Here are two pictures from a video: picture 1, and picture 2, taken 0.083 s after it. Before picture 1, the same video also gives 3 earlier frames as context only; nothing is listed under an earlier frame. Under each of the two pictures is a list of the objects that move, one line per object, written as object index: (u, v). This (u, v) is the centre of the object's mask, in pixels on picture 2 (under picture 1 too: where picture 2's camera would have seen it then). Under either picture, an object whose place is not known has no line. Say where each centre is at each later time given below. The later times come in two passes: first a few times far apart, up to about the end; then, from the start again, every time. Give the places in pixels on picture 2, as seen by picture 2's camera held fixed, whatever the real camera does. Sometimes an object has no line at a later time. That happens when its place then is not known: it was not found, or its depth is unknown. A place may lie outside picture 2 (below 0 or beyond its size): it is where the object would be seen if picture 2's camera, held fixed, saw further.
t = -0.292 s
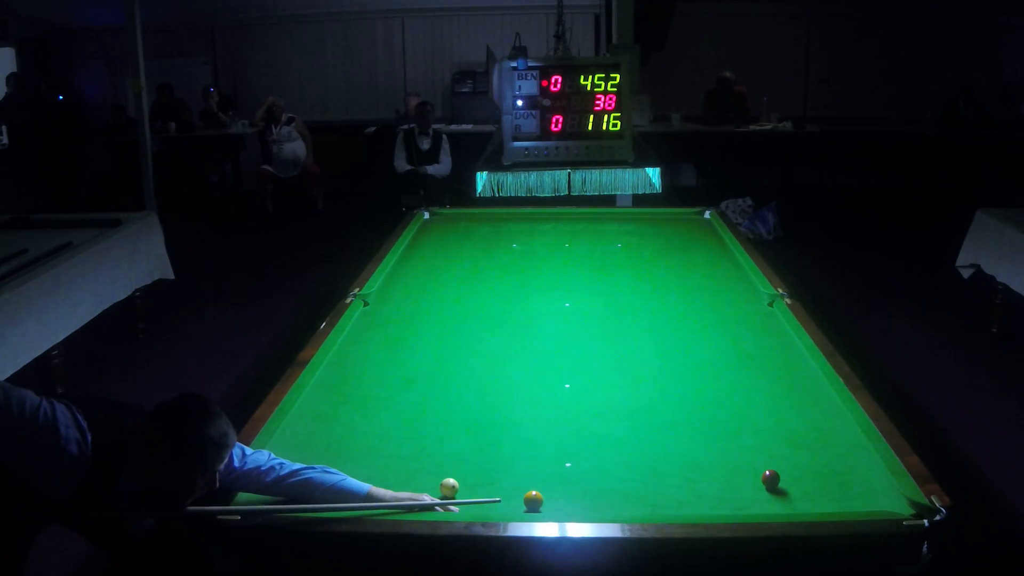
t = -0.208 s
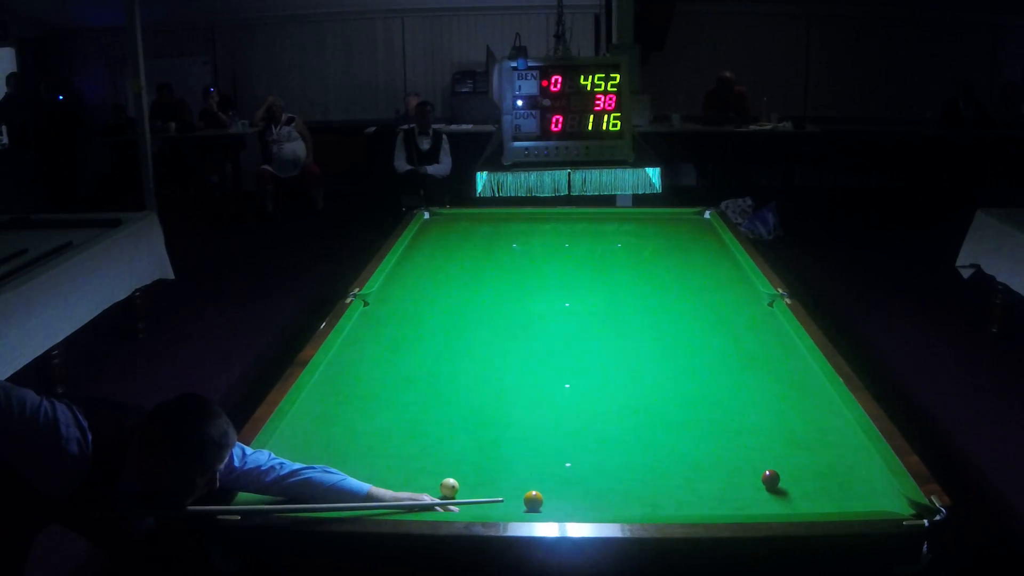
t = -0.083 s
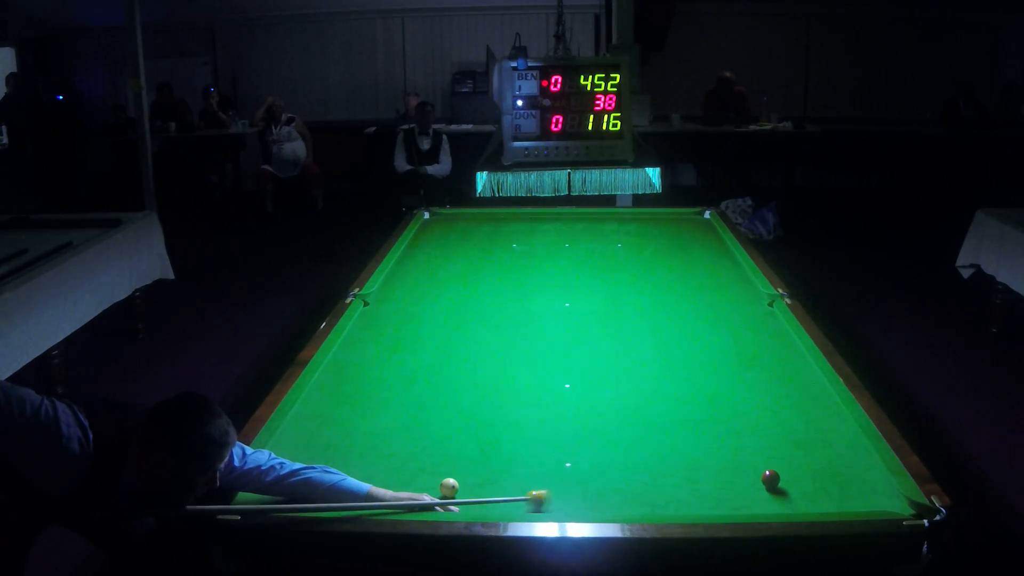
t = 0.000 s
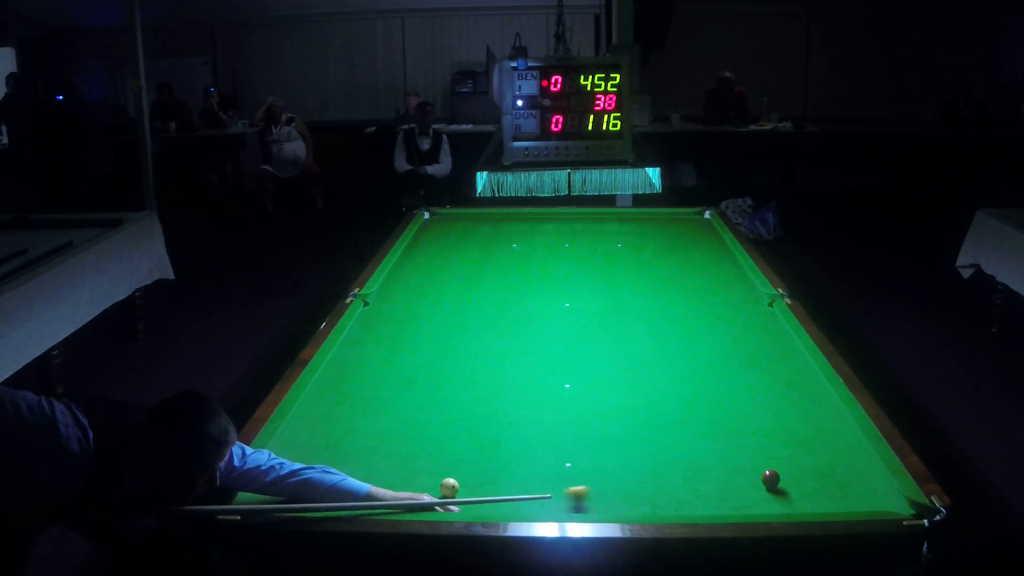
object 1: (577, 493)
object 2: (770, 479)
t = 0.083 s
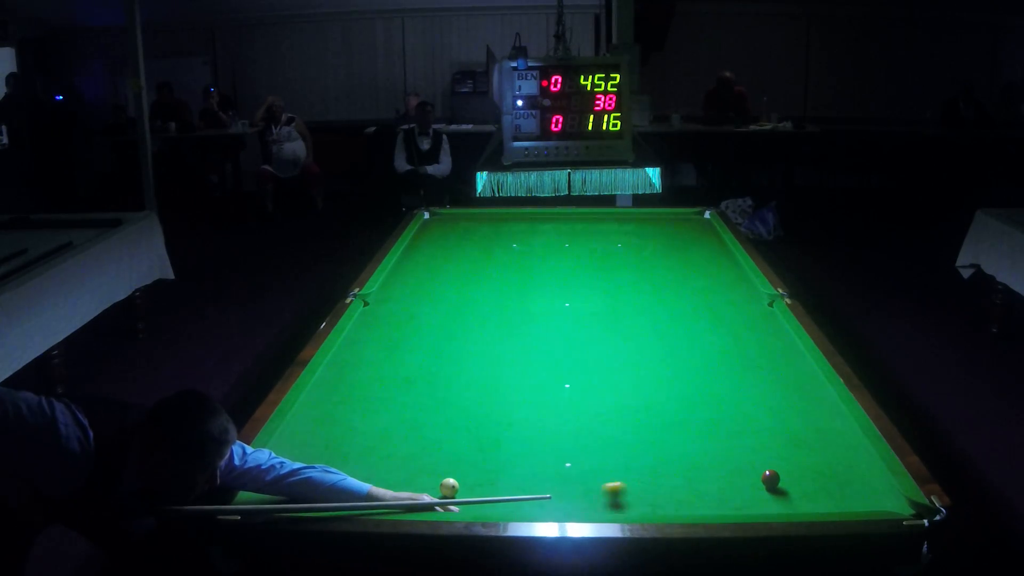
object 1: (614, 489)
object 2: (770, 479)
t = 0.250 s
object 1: (684, 480)
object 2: (770, 479)
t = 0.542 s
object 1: (768, 462)
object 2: (798, 483)
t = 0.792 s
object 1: (803, 440)
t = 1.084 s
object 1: (839, 419)
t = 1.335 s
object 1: (811, 407)
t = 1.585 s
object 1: (782, 397)
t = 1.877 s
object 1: (753, 386)
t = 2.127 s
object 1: (731, 378)
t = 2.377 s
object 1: (711, 372)
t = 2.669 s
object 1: (690, 364)
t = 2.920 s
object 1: (674, 359)
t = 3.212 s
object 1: (659, 352)
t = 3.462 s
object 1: (647, 349)
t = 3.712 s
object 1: (636, 345)
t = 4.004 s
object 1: (625, 341)
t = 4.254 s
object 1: (617, 339)
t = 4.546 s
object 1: (609, 336)
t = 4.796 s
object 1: (604, 335)
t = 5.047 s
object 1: (600, 333)
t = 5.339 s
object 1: (596, 332)
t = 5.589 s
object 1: (595, 332)
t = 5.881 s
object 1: (594, 332)
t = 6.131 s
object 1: (594, 332)
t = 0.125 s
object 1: (631, 487)
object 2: (770, 479)
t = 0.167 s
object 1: (649, 485)
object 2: (770, 479)
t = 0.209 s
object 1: (667, 483)
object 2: (770, 479)
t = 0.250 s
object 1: (684, 480)
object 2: (770, 479)
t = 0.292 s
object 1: (700, 478)
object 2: (770, 479)
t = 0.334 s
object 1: (717, 476)
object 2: (770, 479)
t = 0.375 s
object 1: (733, 475)
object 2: (770, 479)
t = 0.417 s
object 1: (749, 473)
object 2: (771, 478)
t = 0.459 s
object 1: (756, 469)
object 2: (780, 479)
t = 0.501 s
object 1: (762, 466)
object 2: (789, 482)
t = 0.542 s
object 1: (768, 462)
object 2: (798, 483)
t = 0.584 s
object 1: (774, 458)
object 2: (806, 485)
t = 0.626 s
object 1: (780, 454)
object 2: (815, 487)
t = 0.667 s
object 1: (787, 450)
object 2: (823, 489)
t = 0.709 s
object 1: (792, 447)
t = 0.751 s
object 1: (798, 444)
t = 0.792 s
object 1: (803, 440)
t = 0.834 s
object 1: (809, 437)
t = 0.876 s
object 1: (814, 434)
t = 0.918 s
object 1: (819, 431)
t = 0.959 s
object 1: (824, 427)
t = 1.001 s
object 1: (829, 424)
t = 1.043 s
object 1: (834, 422)
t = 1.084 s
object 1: (839, 419)
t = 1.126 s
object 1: (837, 416)
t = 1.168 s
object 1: (831, 414)
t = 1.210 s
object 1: (826, 412)
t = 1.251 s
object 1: (821, 411)
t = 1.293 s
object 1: (816, 409)
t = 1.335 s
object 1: (811, 407)
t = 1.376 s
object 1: (806, 405)
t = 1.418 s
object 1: (801, 403)
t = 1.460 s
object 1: (796, 401)
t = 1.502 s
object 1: (791, 400)
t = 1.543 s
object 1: (787, 398)
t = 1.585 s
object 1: (782, 397)
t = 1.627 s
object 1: (778, 395)
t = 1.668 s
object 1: (773, 393)
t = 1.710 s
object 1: (769, 392)
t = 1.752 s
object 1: (765, 391)
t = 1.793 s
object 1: (761, 389)
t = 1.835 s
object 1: (757, 388)
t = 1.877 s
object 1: (753, 386)
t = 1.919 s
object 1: (749, 385)
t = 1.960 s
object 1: (745, 384)
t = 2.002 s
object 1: (741, 382)
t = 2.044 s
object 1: (738, 381)
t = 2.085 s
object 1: (734, 380)
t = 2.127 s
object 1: (731, 378)
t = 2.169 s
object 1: (727, 377)
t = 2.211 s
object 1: (724, 376)
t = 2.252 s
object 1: (720, 375)
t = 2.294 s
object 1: (717, 374)
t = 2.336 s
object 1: (714, 373)
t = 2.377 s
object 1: (711, 372)
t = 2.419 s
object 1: (708, 370)
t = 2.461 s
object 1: (705, 369)
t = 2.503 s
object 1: (702, 368)
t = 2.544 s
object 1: (699, 367)
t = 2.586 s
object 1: (696, 366)
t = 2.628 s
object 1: (693, 365)
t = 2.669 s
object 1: (690, 364)
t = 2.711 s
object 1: (687, 363)
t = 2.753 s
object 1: (685, 362)
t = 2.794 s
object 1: (682, 361)
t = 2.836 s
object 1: (679, 360)
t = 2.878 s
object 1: (677, 359)
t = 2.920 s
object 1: (674, 359)
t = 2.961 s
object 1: (672, 358)
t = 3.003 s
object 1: (670, 357)
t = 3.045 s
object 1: (667, 356)
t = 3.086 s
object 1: (665, 355)
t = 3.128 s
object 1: (663, 354)
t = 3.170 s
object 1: (661, 353)
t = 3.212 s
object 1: (659, 352)
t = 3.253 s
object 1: (656, 352)
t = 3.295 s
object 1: (654, 351)
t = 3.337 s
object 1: (652, 351)
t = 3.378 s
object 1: (650, 350)
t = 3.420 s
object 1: (648, 349)
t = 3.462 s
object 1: (647, 349)
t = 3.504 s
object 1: (644, 348)
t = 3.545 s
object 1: (643, 347)
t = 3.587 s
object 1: (641, 347)
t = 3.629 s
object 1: (639, 346)
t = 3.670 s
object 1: (637, 345)
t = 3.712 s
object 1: (636, 345)
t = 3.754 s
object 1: (634, 344)
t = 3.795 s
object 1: (632, 344)
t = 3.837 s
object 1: (631, 343)
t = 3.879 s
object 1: (629, 343)
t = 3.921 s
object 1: (628, 342)
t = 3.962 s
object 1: (626, 342)
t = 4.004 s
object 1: (625, 341)
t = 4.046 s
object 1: (624, 341)
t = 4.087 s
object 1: (622, 340)
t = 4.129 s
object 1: (621, 340)
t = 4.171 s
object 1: (619, 340)
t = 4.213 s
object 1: (618, 339)
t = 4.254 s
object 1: (617, 339)
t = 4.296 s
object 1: (616, 338)
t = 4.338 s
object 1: (615, 338)
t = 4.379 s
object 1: (614, 338)
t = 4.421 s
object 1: (612, 337)
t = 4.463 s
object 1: (611, 337)
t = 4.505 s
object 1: (610, 337)
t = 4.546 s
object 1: (609, 336)
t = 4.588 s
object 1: (608, 336)
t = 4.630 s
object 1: (607, 336)
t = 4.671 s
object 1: (606, 335)
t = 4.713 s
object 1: (606, 335)
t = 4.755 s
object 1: (605, 335)
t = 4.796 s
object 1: (604, 335)
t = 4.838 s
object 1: (603, 334)
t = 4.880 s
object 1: (602, 334)
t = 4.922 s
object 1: (601, 334)
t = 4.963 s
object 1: (601, 334)
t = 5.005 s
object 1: (600, 333)
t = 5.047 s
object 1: (600, 333)
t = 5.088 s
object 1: (599, 333)
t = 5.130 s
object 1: (598, 333)
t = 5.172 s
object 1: (598, 333)
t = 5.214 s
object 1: (597, 333)
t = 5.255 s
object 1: (597, 332)
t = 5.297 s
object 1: (596, 332)
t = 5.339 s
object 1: (596, 332)
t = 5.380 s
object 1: (596, 332)
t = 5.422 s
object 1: (595, 332)
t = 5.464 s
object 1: (595, 332)
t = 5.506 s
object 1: (595, 332)
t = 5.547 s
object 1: (595, 332)
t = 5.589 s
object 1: (595, 332)
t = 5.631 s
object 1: (594, 332)
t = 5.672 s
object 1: (594, 332)
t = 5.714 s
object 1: (594, 332)
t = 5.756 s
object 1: (594, 332)
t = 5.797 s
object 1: (594, 332)
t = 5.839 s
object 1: (594, 332)
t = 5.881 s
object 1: (594, 332)
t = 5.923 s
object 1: (594, 332)
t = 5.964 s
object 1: (594, 332)
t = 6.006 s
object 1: (594, 332)
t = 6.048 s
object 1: (594, 332)
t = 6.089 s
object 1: (594, 332)
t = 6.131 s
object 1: (594, 332)
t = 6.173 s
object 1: (594, 332)
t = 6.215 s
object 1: (594, 332)
